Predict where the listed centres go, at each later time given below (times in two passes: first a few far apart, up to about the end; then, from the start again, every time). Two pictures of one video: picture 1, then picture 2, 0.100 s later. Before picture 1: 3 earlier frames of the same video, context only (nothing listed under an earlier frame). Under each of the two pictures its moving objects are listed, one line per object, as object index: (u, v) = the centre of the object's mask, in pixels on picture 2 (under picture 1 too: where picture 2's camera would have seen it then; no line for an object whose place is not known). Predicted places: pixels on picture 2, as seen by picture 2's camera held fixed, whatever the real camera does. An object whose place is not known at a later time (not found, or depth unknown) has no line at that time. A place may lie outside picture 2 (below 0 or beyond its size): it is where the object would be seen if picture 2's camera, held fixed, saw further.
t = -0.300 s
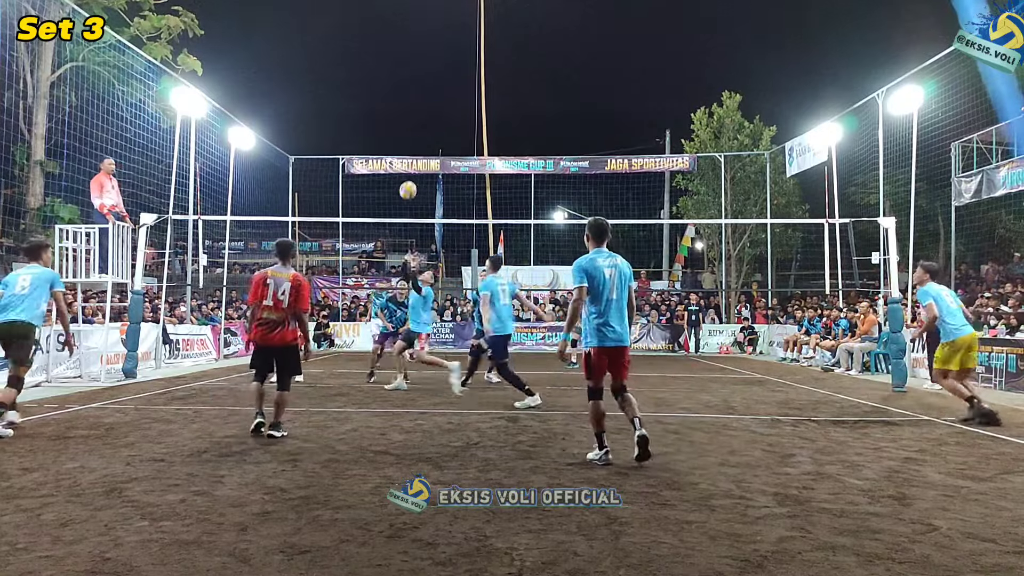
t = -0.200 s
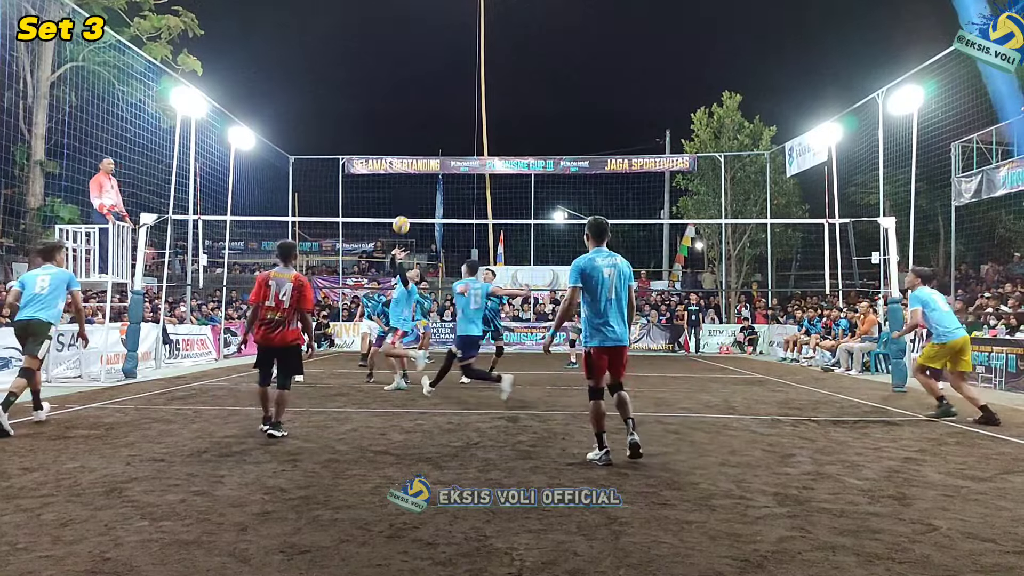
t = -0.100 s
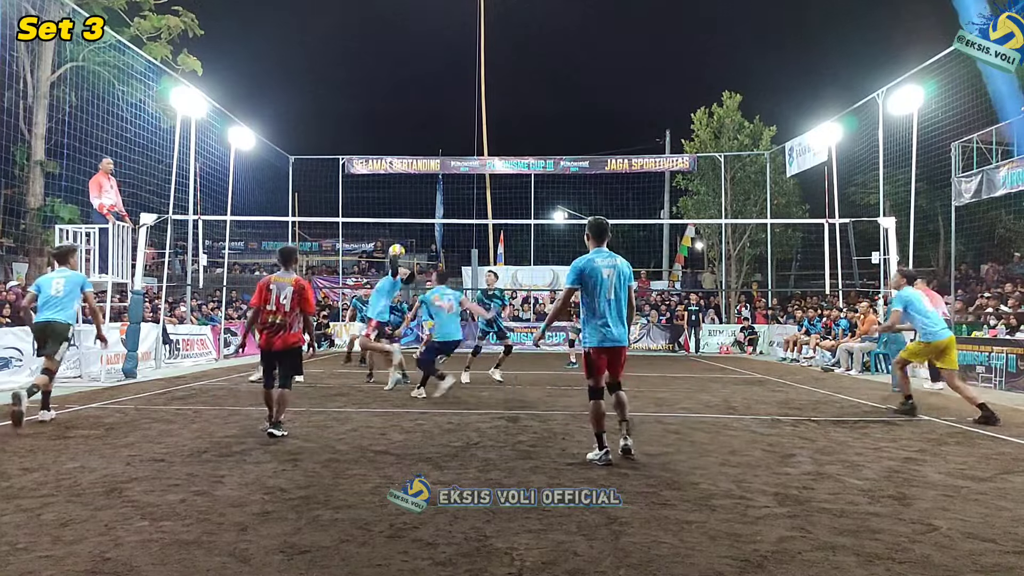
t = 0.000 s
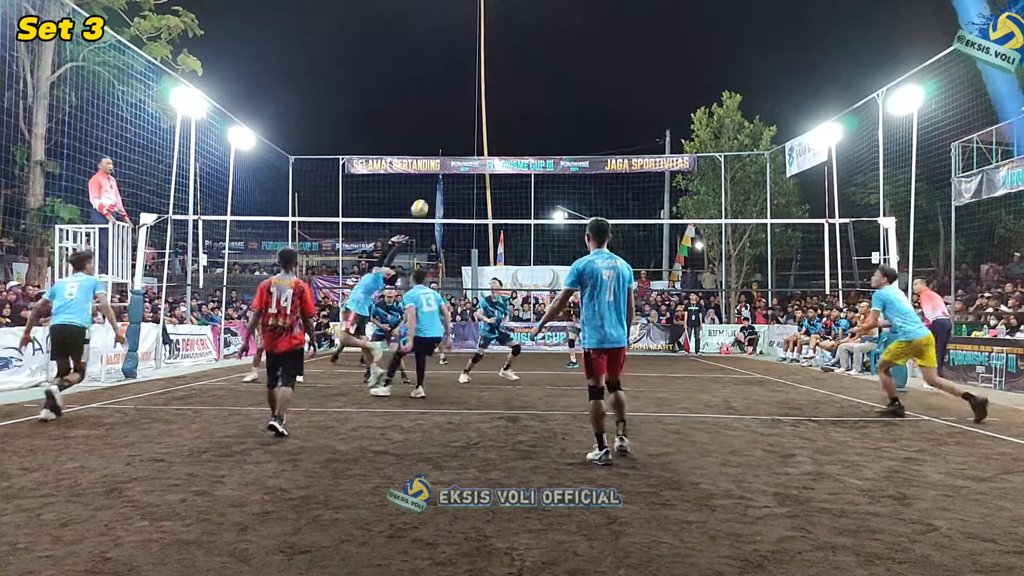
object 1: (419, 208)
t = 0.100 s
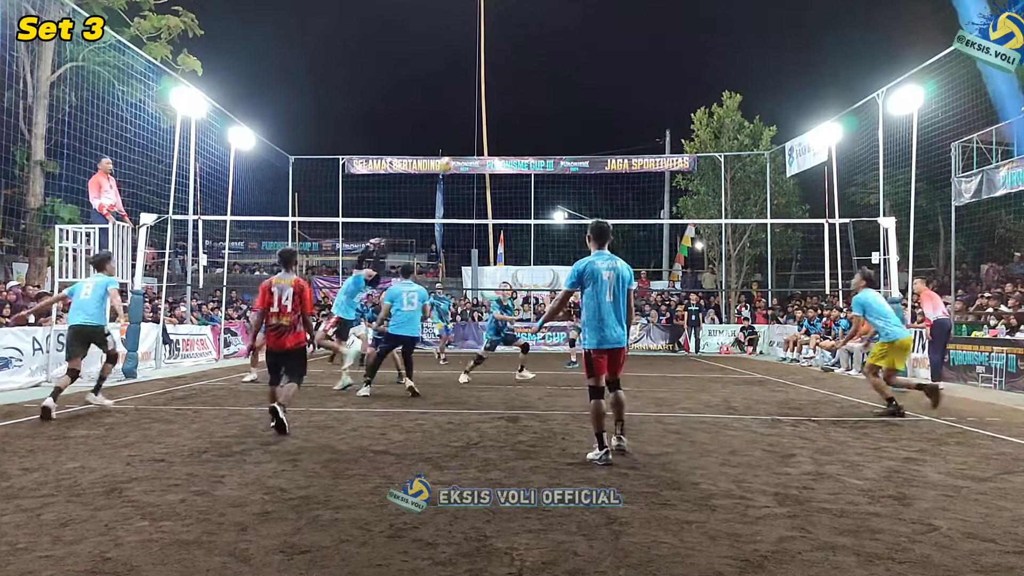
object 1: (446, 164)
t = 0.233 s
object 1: (479, 119)
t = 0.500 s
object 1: (546, 65)
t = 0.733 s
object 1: (604, 60)
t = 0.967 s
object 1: (661, 95)
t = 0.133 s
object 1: (454, 152)
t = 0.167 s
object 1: (462, 141)
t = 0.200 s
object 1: (471, 130)
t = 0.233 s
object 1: (479, 119)
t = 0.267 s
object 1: (488, 110)
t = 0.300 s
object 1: (496, 101)
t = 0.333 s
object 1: (505, 93)
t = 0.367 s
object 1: (513, 86)
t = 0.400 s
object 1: (521, 80)
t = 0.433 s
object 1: (529, 74)
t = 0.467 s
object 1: (538, 69)
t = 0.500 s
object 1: (546, 65)
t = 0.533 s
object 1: (554, 62)
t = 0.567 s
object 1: (562, 60)
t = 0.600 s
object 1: (571, 58)
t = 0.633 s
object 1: (579, 58)
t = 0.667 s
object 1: (587, 58)
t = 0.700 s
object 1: (596, 58)
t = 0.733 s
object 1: (604, 60)
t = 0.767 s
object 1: (612, 63)
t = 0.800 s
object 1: (620, 66)
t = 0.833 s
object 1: (629, 70)
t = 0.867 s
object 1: (637, 75)
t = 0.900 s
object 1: (645, 81)
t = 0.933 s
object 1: (653, 88)
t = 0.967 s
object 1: (661, 95)
